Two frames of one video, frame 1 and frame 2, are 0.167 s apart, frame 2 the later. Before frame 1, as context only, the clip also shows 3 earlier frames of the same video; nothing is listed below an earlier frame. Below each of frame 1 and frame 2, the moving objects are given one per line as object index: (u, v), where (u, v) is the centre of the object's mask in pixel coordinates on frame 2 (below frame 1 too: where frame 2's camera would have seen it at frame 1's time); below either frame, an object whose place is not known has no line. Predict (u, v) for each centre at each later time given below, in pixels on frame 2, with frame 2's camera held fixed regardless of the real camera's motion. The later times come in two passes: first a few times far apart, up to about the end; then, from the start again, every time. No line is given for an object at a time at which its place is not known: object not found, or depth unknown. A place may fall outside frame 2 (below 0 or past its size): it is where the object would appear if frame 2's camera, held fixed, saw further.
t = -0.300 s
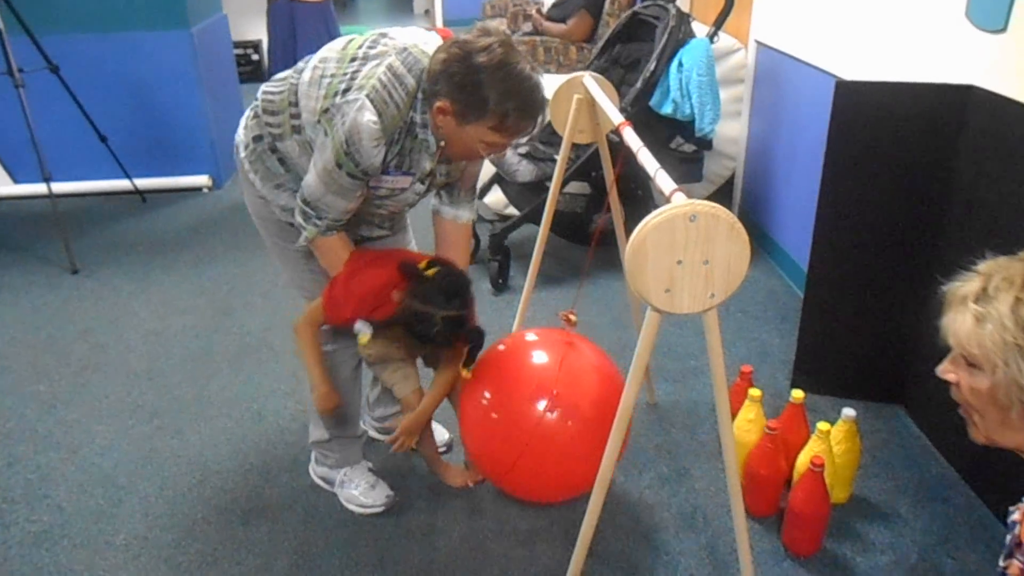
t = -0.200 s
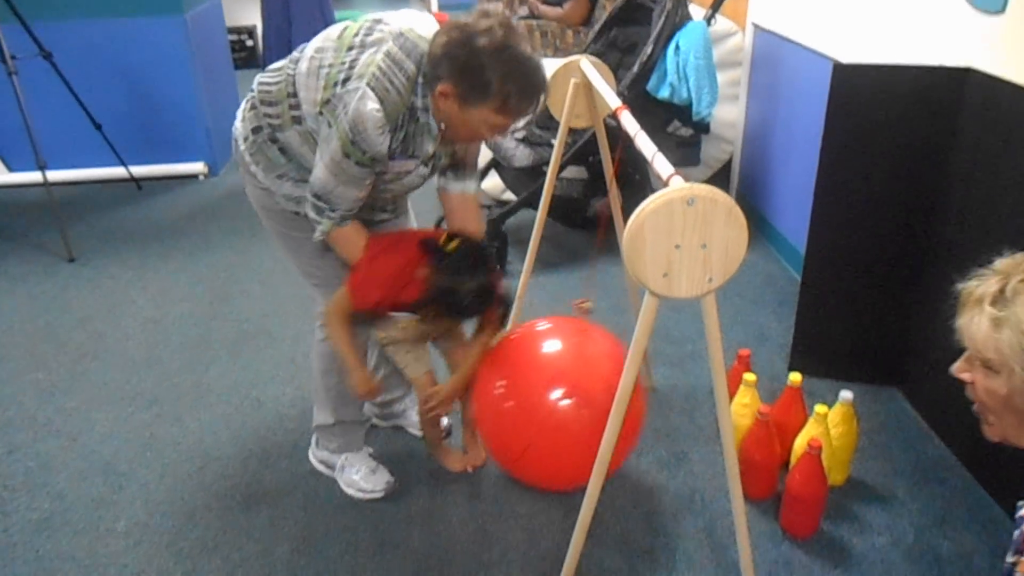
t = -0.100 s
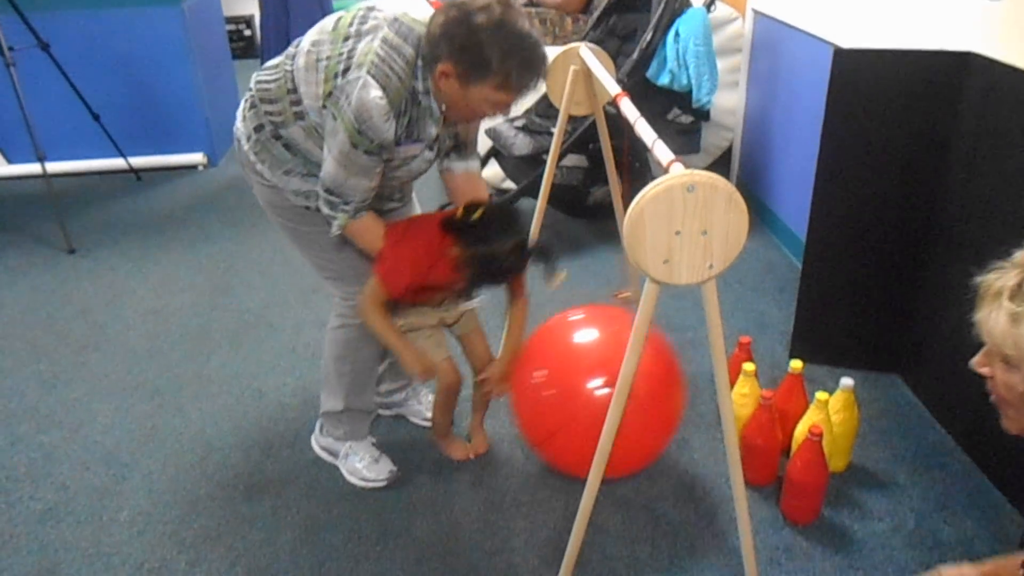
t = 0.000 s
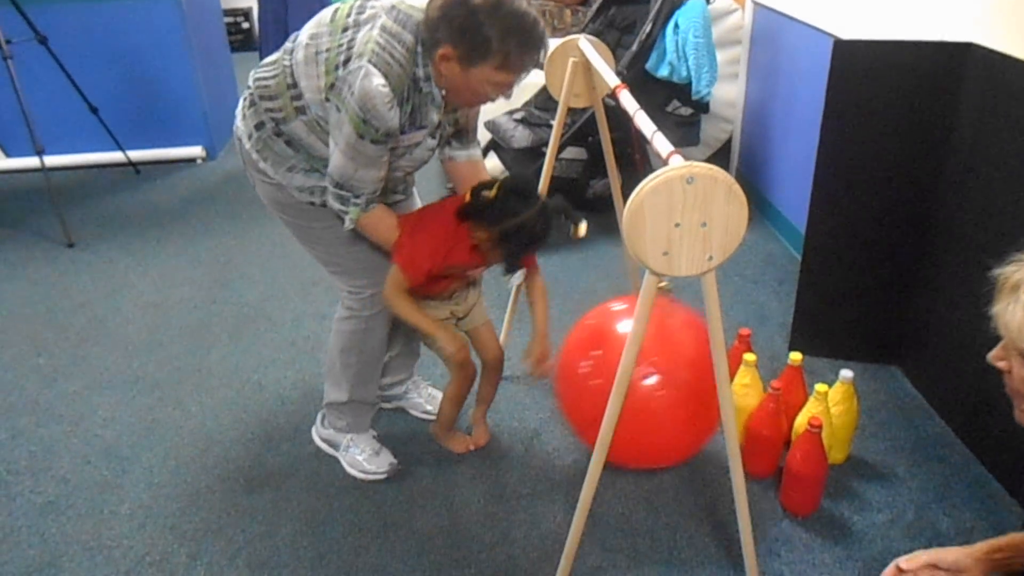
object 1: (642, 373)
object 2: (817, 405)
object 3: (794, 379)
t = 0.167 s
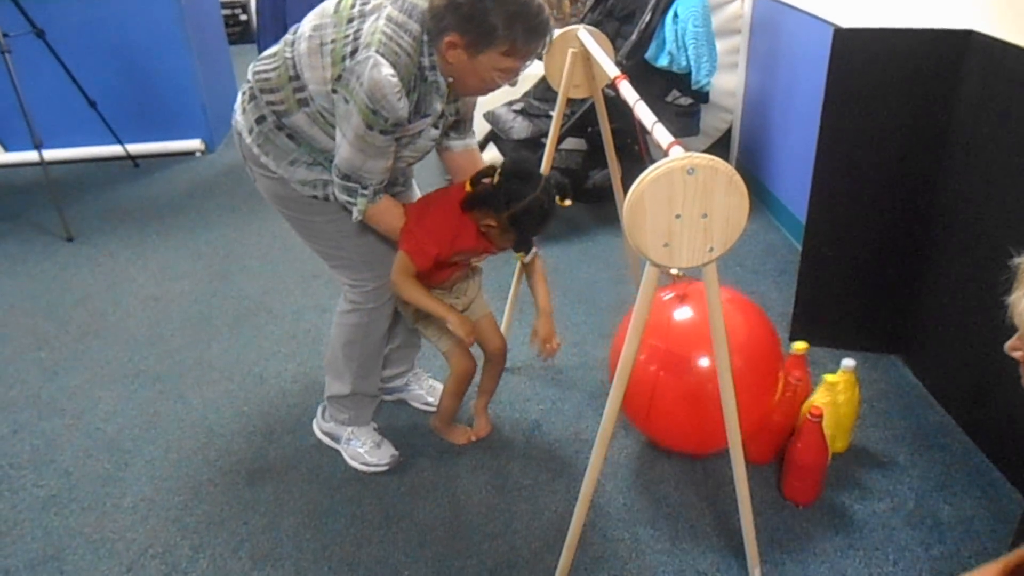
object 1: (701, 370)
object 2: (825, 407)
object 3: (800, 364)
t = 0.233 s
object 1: (706, 366)
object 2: (835, 413)
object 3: (808, 364)
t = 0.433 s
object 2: (848, 420)
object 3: (817, 376)
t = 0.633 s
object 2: (854, 426)
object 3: (832, 378)
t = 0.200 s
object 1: (704, 367)
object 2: (832, 412)
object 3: (805, 363)
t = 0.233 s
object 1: (706, 366)
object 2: (835, 413)
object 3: (808, 364)
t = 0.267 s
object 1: (706, 363)
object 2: (837, 415)
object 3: (811, 366)
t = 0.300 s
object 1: (706, 362)
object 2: (841, 417)
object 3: (813, 369)
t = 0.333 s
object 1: (705, 361)
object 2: (844, 416)
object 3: (814, 372)
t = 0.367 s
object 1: (704, 361)
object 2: (845, 418)
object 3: (815, 374)
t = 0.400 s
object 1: (702, 362)
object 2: (846, 419)
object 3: (816, 375)
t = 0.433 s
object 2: (848, 420)
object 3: (817, 376)
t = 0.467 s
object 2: (849, 421)
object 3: (819, 376)
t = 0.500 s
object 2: (850, 422)
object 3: (820, 376)
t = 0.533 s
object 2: (851, 423)
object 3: (822, 376)
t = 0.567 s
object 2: (852, 424)
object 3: (825, 376)
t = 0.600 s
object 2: (853, 425)
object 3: (828, 377)
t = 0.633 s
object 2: (854, 426)
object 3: (832, 378)
